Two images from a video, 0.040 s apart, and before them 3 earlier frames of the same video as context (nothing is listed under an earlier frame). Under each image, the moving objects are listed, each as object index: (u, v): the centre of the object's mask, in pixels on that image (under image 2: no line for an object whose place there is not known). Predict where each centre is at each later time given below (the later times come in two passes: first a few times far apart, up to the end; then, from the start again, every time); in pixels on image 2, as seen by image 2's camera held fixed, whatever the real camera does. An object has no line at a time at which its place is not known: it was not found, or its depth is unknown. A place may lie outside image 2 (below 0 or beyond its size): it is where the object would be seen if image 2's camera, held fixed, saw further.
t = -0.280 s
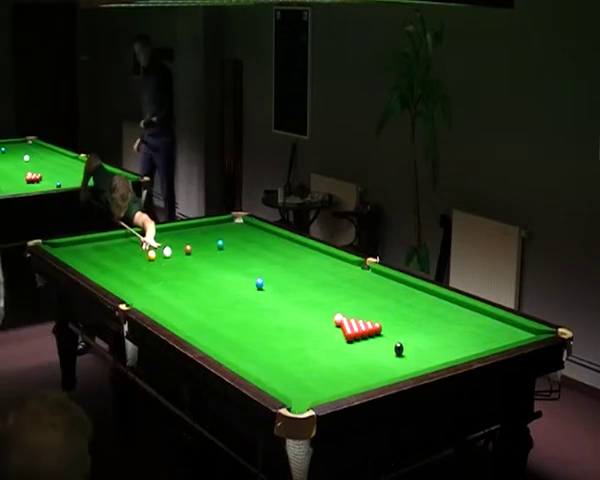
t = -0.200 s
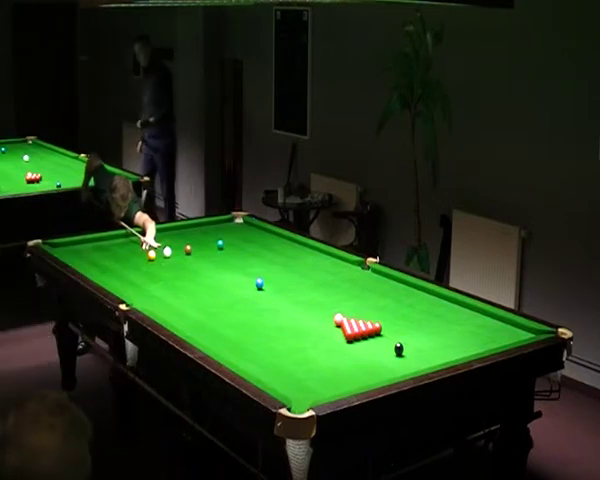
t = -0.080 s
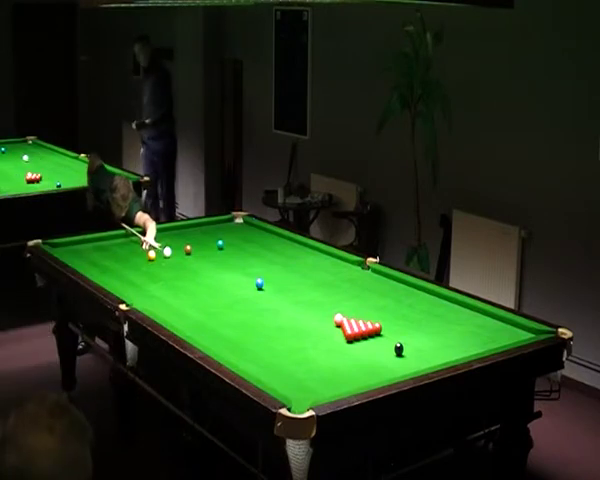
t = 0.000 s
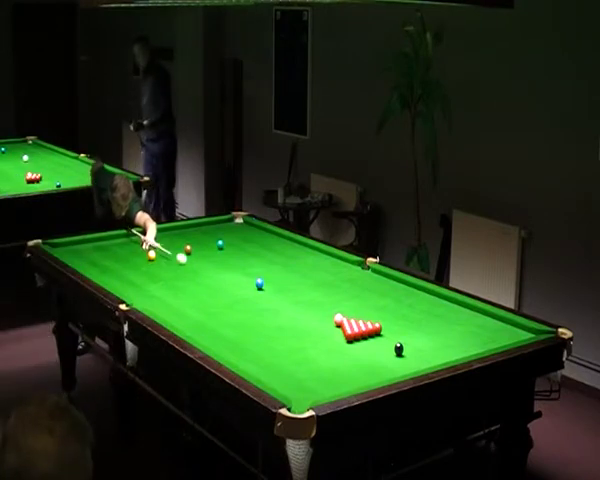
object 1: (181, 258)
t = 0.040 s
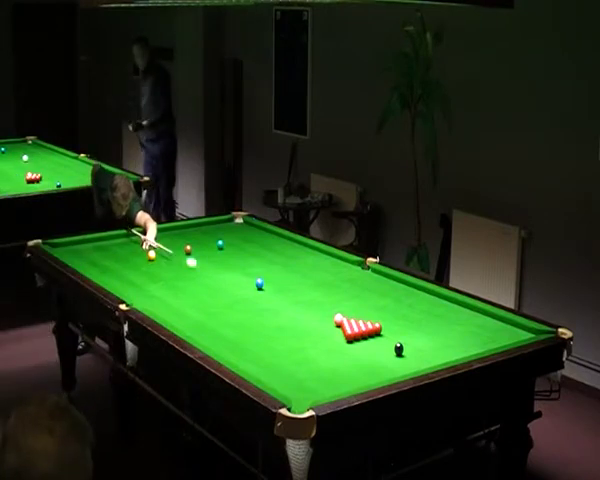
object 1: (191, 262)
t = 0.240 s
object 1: (240, 286)
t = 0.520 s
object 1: (312, 320)
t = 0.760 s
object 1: (334, 351)
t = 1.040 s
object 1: (338, 388)
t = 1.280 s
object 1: (277, 380)
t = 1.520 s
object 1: (280, 357)
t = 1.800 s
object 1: (283, 333)
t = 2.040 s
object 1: (284, 315)
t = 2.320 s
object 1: (285, 298)
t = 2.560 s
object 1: (286, 284)
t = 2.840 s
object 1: (287, 270)
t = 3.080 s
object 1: (288, 259)
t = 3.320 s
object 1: (289, 250)
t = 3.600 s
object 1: (289, 239)
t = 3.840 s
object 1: (274, 236)
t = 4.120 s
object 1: (254, 233)
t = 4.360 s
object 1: (238, 230)
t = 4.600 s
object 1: (223, 228)
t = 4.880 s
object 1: (206, 225)
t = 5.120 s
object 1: (193, 224)
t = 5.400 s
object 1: (194, 226)
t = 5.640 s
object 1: (195, 229)
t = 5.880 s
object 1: (196, 231)
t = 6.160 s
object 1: (197, 233)
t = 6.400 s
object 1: (197, 235)
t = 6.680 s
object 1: (198, 238)
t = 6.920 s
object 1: (198, 239)
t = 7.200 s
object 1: (199, 241)
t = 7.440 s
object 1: (200, 242)
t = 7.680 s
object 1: (200, 243)
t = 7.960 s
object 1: (201, 244)
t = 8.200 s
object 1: (201, 245)
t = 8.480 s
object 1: (201, 245)
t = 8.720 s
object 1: (201, 246)
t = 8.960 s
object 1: (201, 246)
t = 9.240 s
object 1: (201, 246)
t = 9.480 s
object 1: (201, 246)
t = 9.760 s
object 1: (201, 246)
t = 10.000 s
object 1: (201, 246)
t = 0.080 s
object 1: (201, 266)
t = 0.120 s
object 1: (210, 271)
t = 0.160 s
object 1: (220, 276)
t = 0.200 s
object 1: (230, 281)
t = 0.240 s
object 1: (240, 286)
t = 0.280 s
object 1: (249, 290)
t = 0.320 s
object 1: (259, 295)
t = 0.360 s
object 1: (269, 299)
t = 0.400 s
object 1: (279, 304)
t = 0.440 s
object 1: (290, 309)
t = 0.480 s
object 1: (300, 315)
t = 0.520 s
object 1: (312, 320)
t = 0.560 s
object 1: (323, 326)
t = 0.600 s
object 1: (334, 331)
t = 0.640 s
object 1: (339, 336)
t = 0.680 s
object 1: (337, 341)
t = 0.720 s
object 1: (335, 346)
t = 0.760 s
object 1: (334, 351)
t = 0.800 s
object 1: (334, 356)
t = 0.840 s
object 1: (334, 362)
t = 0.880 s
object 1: (335, 368)
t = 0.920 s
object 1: (336, 374)
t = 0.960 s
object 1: (337, 380)
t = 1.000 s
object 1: (338, 384)
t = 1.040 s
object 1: (338, 388)
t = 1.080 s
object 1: (326, 389)
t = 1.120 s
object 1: (311, 389)
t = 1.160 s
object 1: (297, 388)
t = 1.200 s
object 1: (284, 386)
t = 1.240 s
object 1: (276, 383)
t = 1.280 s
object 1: (277, 380)
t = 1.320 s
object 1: (278, 376)
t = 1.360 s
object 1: (279, 372)
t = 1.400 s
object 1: (279, 368)
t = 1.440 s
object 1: (280, 364)
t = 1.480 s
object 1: (280, 360)
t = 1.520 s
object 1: (280, 357)
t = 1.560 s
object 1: (281, 353)
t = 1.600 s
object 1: (281, 349)
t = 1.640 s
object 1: (281, 346)
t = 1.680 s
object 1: (282, 342)
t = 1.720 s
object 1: (282, 339)
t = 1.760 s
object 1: (282, 336)
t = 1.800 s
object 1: (283, 333)
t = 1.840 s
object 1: (283, 330)
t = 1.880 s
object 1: (283, 327)
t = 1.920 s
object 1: (283, 324)
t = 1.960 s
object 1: (284, 321)
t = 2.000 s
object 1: (284, 318)
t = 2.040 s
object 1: (284, 315)
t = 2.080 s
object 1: (284, 313)
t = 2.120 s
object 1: (284, 310)
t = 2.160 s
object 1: (284, 308)
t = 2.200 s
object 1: (285, 305)
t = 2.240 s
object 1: (285, 303)
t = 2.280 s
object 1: (285, 300)
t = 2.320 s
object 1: (285, 298)
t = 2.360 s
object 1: (286, 296)
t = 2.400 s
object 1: (286, 293)
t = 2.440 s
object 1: (286, 291)
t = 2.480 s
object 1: (286, 289)
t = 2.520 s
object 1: (286, 286)
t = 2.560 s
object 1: (286, 284)
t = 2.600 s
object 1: (286, 282)
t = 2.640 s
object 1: (287, 280)
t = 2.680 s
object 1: (287, 278)
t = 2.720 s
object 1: (287, 276)
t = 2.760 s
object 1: (287, 274)
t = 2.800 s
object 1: (287, 272)
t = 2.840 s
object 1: (287, 270)
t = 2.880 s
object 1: (287, 268)
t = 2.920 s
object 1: (288, 266)
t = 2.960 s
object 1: (288, 264)
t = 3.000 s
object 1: (288, 263)
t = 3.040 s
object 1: (288, 261)
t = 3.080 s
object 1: (288, 259)
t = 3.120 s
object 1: (288, 258)
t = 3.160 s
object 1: (288, 256)
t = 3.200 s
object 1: (288, 254)
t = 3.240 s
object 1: (289, 253)
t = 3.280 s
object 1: (288, 251)
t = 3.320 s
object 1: (289, 250)
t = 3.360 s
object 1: (289, 248)
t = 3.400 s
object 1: (289, 247)
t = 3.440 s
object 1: (289, 245)
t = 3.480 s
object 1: (289, 243)
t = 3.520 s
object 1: (289, 242)
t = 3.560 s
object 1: (289, 241)
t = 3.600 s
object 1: (289, 239)
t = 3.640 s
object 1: (289, 238)
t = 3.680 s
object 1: (287, 237)
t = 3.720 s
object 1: (283, 237)
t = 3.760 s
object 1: (280, 237)
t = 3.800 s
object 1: (277, 236)
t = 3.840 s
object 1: (274, 236)
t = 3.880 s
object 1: (271, 235)
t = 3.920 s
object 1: (268, 235)
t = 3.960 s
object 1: (265, 234)
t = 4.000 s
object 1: (262, 234)
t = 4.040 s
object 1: (260, 233)
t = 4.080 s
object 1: (257, 233)
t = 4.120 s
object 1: (254, 233)
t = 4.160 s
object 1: (251, 232)
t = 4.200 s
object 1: (249, 232)
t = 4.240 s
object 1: (246, 232)
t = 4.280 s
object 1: (243, 231)
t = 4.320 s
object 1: (241, 231)
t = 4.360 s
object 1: (238, 230)
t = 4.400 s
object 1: (235, 230)
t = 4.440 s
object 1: (233, 230)
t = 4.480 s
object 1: (230, 229)
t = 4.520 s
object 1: (228, 229)
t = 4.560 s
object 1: (225, 228)
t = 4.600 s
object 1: (223, 228)
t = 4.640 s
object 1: (220, 227)
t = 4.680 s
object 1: (218, 227)
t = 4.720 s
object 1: (215, 227)
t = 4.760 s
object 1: (213, 226)
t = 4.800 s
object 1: (211, 226)
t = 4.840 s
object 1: (208, 226)
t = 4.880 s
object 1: (206, 225)
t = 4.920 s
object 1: (203, 225)
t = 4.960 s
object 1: (201, 225)
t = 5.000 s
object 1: (199, 224)
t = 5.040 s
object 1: (197, 224)
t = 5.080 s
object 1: (194, 224)
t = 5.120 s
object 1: (193, 224)
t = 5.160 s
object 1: (193, 224)
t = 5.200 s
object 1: (193, 224)
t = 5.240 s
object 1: (194, 224)
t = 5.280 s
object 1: (194, 225)
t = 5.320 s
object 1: (194, 225)
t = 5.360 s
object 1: (194, 226)
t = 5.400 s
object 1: (194, 226)
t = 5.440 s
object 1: (194, 227)
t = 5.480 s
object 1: (195, 227)
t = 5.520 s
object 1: (195, 228)
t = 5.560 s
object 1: (195, 228)
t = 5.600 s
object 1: (195, 228)
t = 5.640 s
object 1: (195, 229)
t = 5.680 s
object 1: (195, 229)
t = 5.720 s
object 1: (195, 230)
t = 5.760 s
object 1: (196, 230)
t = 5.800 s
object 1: (196, 230)
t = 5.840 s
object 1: (196, 230)
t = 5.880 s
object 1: (196, 231)
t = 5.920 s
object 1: (196, 231)
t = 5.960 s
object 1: (196, 232)
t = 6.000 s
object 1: (196, 232)
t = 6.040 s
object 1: (196, 233)
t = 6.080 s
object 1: (196, 233)
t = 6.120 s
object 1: (196, 233)
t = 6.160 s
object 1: (197, 233)
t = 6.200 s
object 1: (197, 233)
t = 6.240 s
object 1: (197, 234)
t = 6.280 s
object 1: (197, 234)
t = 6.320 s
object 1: (197, 235)
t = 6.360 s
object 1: (197, 235)
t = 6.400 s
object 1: (197, 235)
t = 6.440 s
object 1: (197, 236)
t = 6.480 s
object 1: (197, 236)
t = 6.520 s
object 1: (198, 236)
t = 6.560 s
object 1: (198, 237)
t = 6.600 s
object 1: (198, 237)
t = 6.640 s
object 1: (198, 237)
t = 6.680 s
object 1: (198, 238)
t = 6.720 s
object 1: (198, 238)
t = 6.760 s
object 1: (198, 238)
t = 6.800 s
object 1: (198, 238)
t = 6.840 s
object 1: (198, 239)
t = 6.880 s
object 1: (198, 239)
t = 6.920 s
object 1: (198, 239)
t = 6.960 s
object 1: (199, 239)
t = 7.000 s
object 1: (199, 240)
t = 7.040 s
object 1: (199, 240)
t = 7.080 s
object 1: (199, 240)
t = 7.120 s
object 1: (199, 240)
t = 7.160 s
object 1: (199, 241)
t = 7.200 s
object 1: (199, 241)
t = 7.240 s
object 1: (199, 241)
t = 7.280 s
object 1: (199, 241)
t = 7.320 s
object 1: (199, 241)
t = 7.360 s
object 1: (200, 242)
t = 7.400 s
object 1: (200, 242)
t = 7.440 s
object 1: (200, 242)
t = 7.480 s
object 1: (200, 242)
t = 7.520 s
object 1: (200, 242)
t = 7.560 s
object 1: (200, 242)
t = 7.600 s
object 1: (200, 243)
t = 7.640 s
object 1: (200, 243)
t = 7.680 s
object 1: (200, 243)
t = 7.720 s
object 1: (200, 243)
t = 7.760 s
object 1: (200, 244)
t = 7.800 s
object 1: (200, 244)
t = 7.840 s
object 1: (200, 244)
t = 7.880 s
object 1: (200, 244)
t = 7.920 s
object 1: (200, 244)
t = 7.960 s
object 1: (201, 244)
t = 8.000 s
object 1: (201, 244)
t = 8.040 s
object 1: (201, 244)
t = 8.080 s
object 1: (201, 245)
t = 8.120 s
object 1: (201, 245)
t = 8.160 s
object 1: (201, 245)
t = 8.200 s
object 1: (201, 245)
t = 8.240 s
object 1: (201, 245)
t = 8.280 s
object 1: (201, 245)
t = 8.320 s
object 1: (201, 245)
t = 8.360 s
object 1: (201, 245)
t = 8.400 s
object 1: (201, 245)
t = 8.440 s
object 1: (201, 245)
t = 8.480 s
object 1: (201, 245)
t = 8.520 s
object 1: (201, 245)
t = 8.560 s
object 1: (201, 245)
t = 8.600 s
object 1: (201, 245)
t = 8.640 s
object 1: (201, 245)
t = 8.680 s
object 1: (201, 246)
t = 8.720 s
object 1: (201, 246)
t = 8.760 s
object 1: (201, 246)
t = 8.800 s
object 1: (201, 246)
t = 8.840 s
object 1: (201, 246)
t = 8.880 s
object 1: (201, 246)
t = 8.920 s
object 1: (201, 246)
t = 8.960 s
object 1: (201, 246)
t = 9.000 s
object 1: (201, 246)
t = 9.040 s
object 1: (201, 246)
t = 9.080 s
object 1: (201, 246)
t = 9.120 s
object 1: (201, 246)
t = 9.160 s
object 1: (201, 246)
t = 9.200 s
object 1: (201, 246)
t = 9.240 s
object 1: (201, 246)
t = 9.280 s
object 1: (201, 246)
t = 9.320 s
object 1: (201, 246)
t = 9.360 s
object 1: (201, 246)
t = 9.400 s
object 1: (201, 246)
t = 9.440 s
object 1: (201, 246)
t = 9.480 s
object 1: (201, 246)
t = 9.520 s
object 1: (201, 246)
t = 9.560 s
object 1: (201, 246)
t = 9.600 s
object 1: (201, 246)
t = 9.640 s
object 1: (201, 246)
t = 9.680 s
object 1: (201, 246)
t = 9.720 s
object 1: (201, 246)
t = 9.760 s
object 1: (201, 246)
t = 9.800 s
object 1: (201, 246)
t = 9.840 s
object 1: (201, 246)
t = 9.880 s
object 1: (201, 246)
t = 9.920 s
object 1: (201, 246)
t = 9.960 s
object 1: (201, 246)
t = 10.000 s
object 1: (201, 246)
